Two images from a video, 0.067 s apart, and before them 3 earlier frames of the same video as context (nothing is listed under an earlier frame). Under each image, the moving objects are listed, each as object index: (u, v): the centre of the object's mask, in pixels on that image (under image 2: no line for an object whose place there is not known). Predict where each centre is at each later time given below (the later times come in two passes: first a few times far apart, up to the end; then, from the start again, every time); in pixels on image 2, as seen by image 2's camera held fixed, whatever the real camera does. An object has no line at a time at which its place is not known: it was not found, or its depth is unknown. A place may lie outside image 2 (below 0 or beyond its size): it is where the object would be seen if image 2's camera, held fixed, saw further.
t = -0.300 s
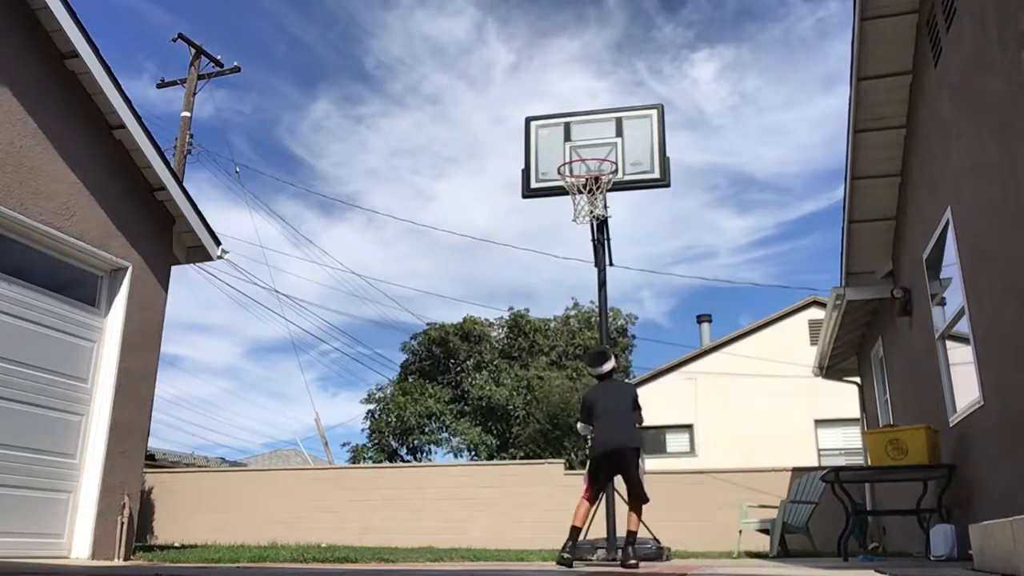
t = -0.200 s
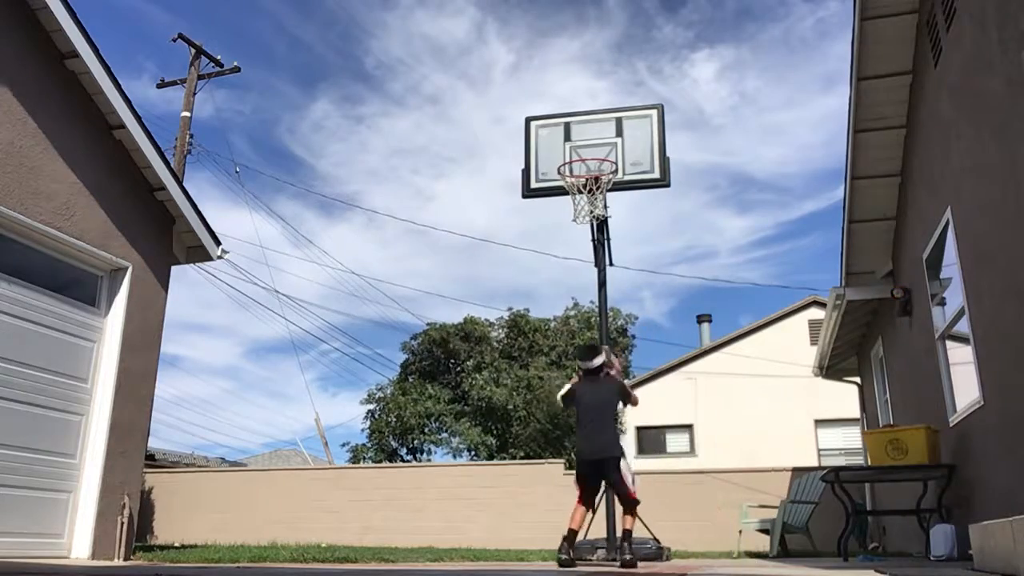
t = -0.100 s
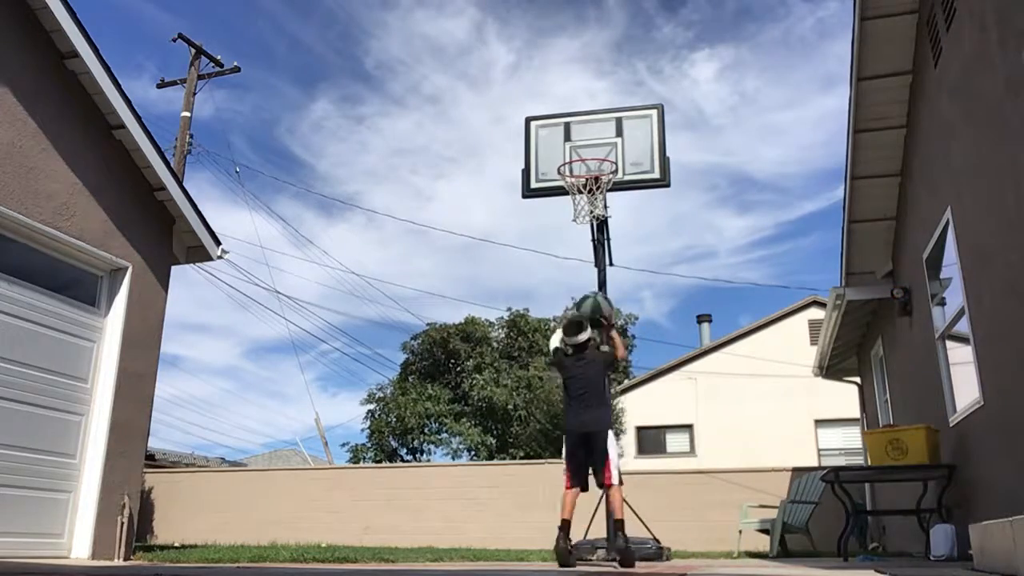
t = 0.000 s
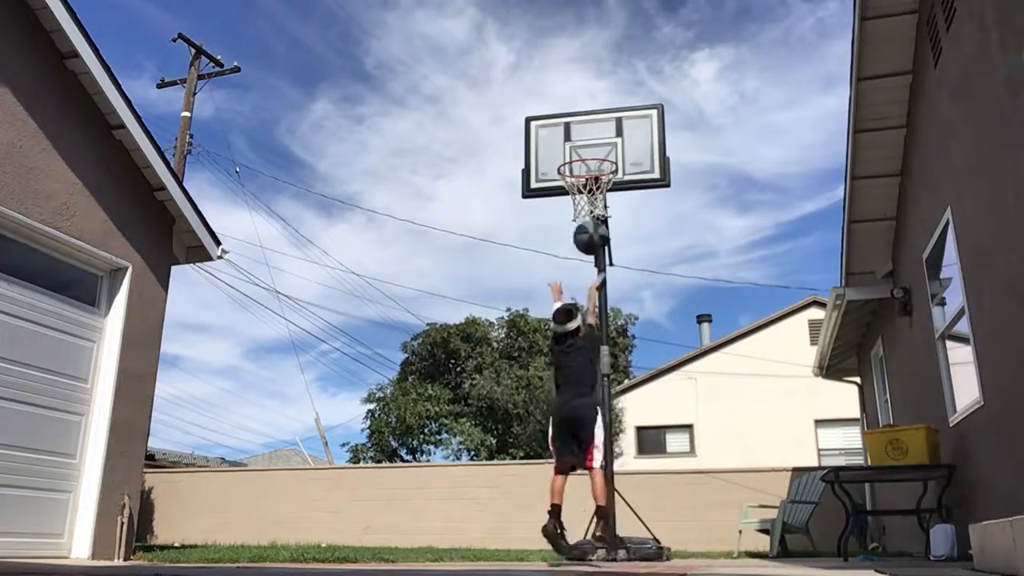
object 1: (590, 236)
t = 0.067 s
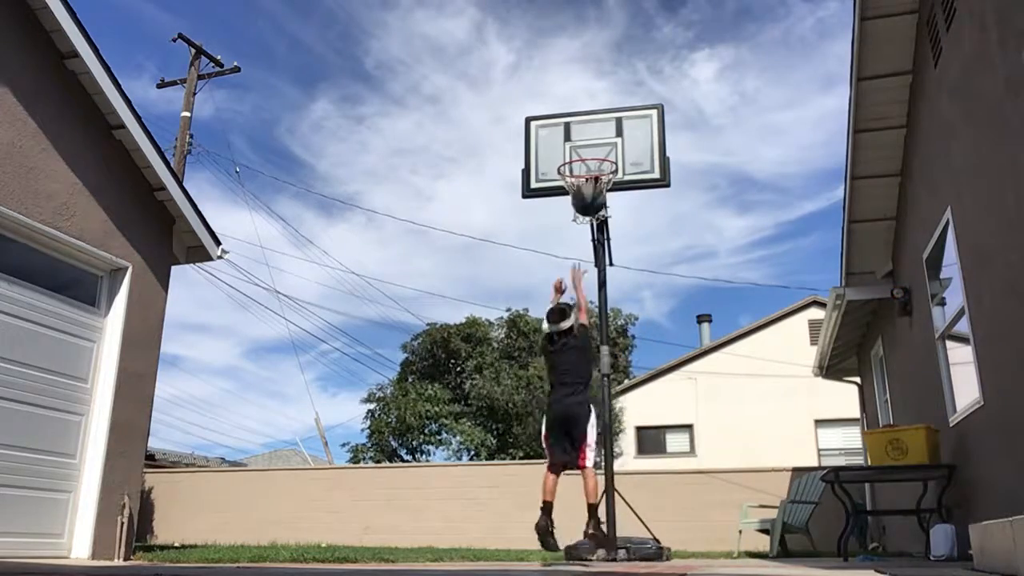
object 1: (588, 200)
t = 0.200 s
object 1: (584, 148)
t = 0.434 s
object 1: (580, 119)
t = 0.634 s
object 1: (578, 145)
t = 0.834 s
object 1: (574, 207)
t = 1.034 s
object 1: (595, 224)
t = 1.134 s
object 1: (606, 248)
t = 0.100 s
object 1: (587, 183)
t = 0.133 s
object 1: (586, 169)
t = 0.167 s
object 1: (585, 157)
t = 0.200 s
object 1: (584, 148)
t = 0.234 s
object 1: (584, 139)
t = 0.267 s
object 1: (583, 133)
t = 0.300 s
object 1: (582, 127)
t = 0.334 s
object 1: (581, 123)
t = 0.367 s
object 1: (581, 121)
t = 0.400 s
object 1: (580, 119)
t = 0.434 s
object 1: (580, 119)
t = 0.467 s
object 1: (579, 121)
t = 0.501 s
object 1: (579, 123)
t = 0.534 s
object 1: (579, 127)
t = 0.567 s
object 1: (579, 132)
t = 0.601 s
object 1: (578, 138)
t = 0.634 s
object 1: (578, 145)
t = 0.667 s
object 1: (577, 153)
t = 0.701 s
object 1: (577, 162)
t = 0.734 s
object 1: (577, 175)
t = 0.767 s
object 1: (577, 183)
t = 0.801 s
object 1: (573, 192)
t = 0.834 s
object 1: (574, 207)
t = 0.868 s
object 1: (579, 210)
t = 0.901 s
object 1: (581, 211)
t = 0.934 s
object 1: (584, 214)
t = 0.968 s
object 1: (586, 220)
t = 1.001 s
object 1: (587, 222)
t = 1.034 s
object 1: (595, 224)
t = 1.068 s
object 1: (599, 230)
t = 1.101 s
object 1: (602, 238)
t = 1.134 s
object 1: (606, 248)
